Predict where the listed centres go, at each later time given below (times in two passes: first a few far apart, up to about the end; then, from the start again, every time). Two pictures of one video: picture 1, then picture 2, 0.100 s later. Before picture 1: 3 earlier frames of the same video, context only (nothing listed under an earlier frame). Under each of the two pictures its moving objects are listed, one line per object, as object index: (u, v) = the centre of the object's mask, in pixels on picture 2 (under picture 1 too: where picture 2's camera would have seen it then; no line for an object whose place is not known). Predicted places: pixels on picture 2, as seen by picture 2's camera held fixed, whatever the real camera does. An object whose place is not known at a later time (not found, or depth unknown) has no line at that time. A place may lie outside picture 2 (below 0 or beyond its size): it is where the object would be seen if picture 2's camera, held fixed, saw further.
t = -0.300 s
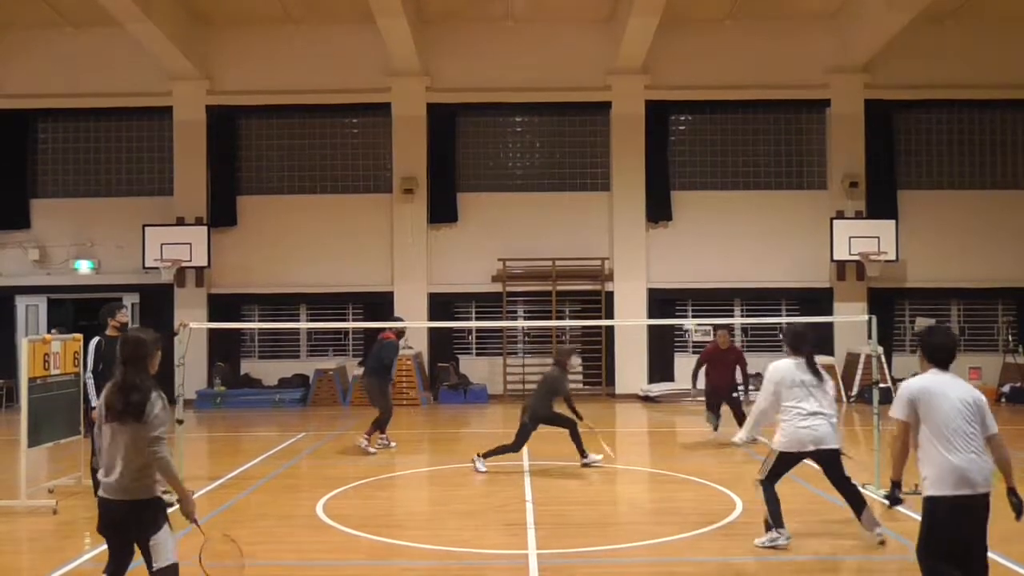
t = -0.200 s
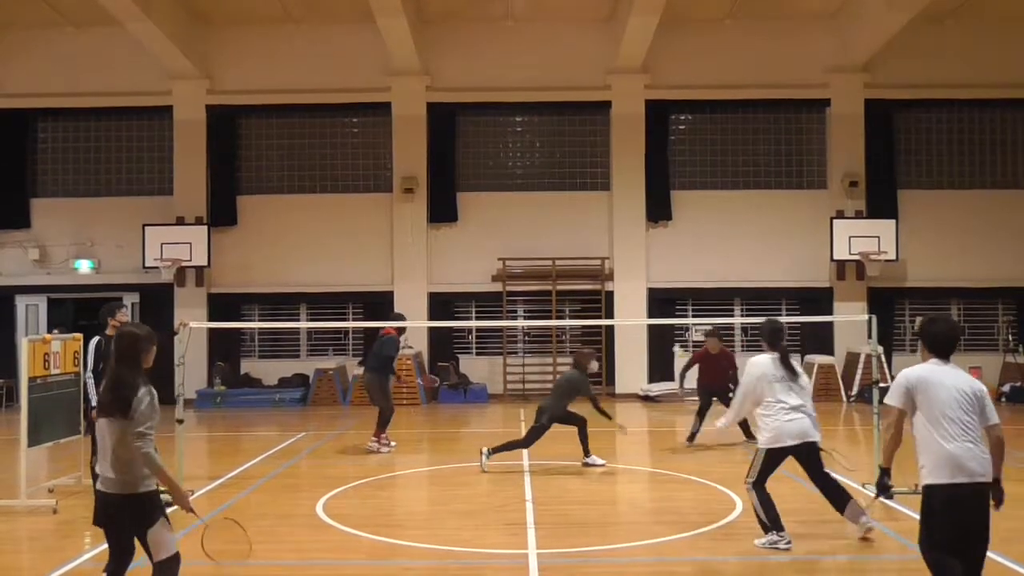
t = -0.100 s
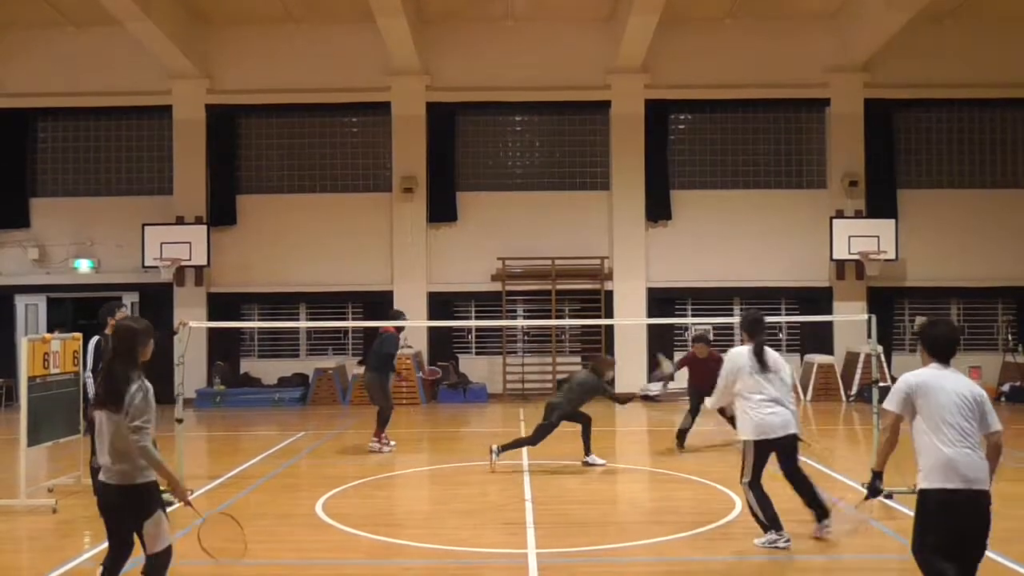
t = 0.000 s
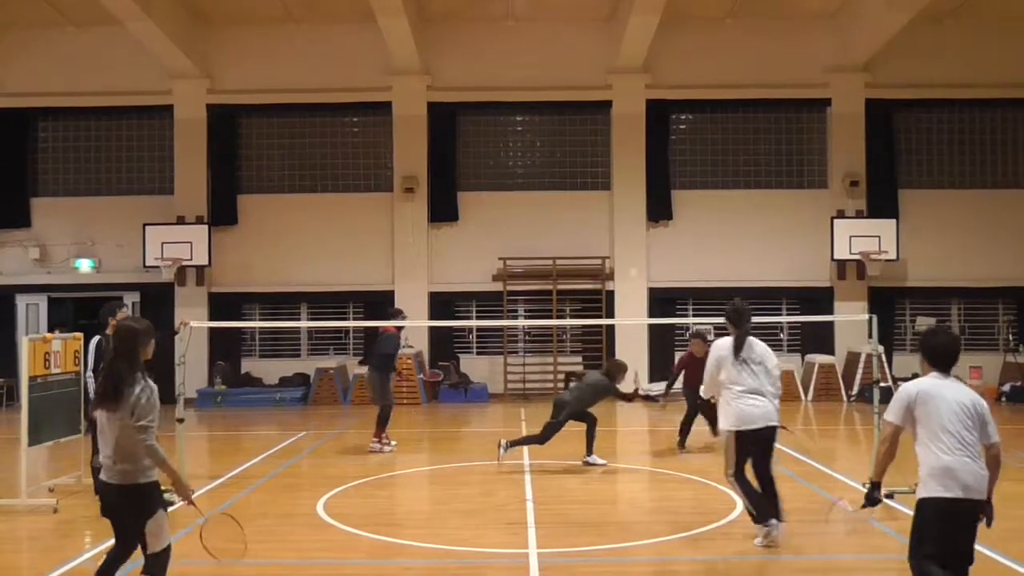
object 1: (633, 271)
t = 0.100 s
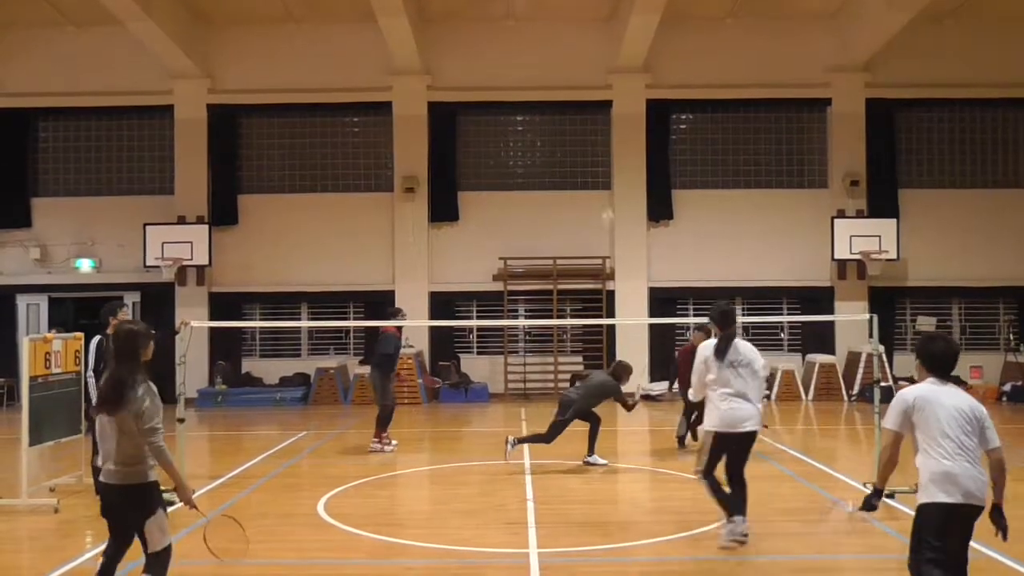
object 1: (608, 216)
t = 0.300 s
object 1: (576, 151)
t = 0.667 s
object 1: (531, 141)
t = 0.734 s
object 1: (524, 151)
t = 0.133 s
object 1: (601, 199)
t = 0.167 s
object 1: (596, 187)
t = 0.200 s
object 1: (590, 176)
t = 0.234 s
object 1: (585, 166)
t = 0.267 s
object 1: (580, 158)
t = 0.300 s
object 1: (576, 151)
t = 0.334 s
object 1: (571, 145)
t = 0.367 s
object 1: (567, 140)
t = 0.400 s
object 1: (563, 136)
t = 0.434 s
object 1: (558, 133)
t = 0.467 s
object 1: (555, 131)
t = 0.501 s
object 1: (550, 131)
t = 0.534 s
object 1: (546, 131)
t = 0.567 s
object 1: (542, 132)
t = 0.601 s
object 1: (538, 135)
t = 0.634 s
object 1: (535, 138)
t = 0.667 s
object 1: (531, 141)
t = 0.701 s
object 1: (528, 146)
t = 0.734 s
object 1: (524, 151)
